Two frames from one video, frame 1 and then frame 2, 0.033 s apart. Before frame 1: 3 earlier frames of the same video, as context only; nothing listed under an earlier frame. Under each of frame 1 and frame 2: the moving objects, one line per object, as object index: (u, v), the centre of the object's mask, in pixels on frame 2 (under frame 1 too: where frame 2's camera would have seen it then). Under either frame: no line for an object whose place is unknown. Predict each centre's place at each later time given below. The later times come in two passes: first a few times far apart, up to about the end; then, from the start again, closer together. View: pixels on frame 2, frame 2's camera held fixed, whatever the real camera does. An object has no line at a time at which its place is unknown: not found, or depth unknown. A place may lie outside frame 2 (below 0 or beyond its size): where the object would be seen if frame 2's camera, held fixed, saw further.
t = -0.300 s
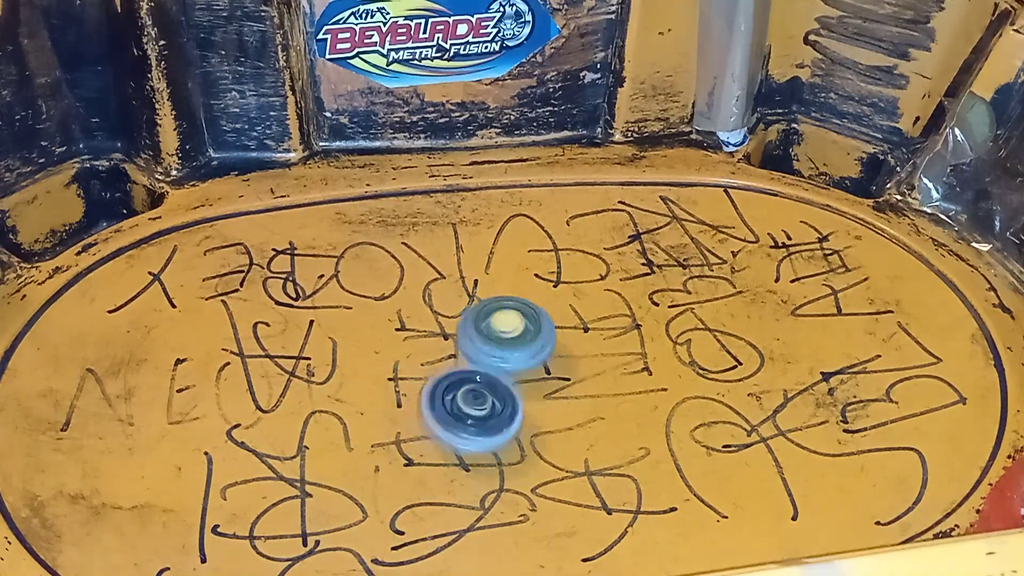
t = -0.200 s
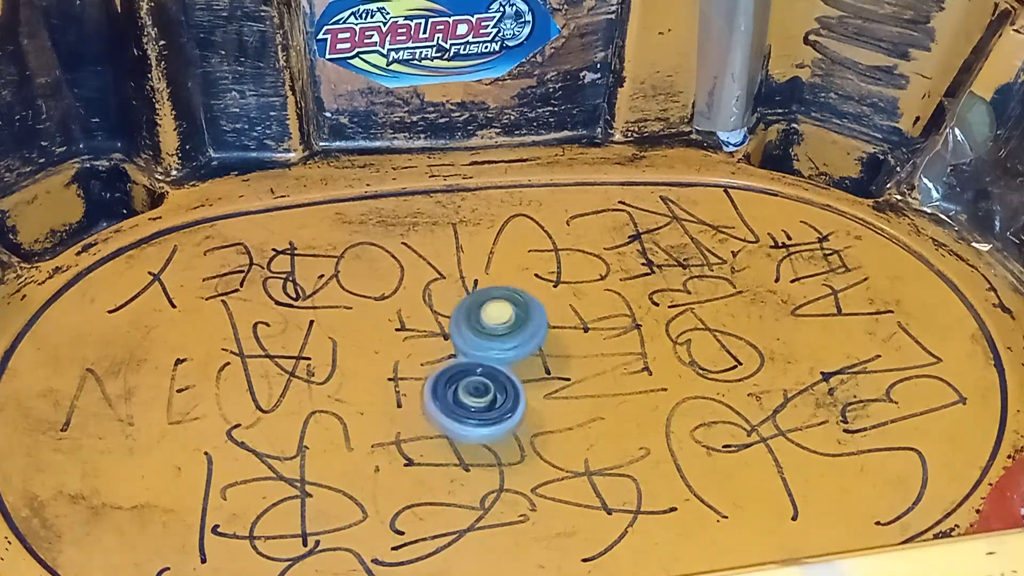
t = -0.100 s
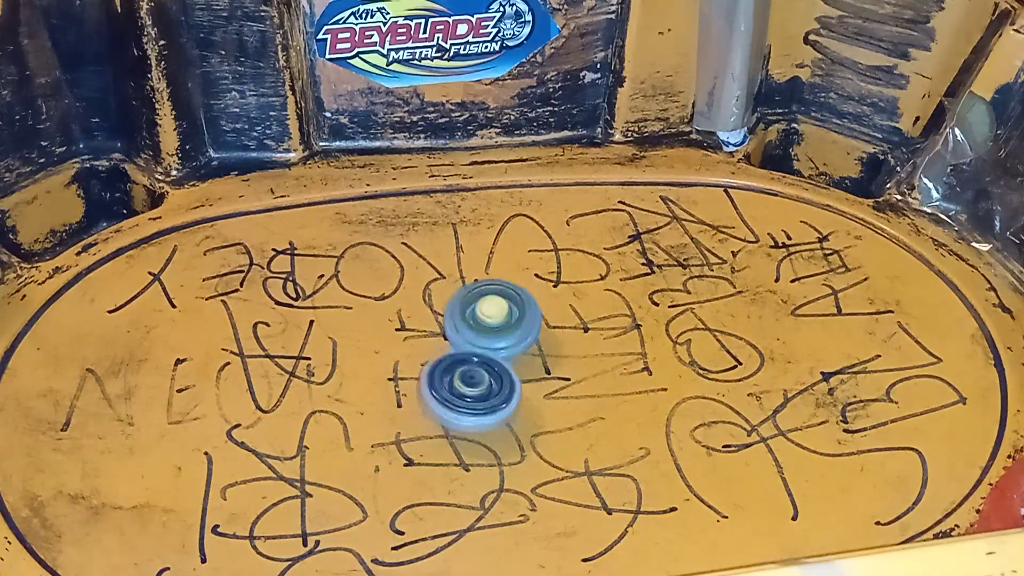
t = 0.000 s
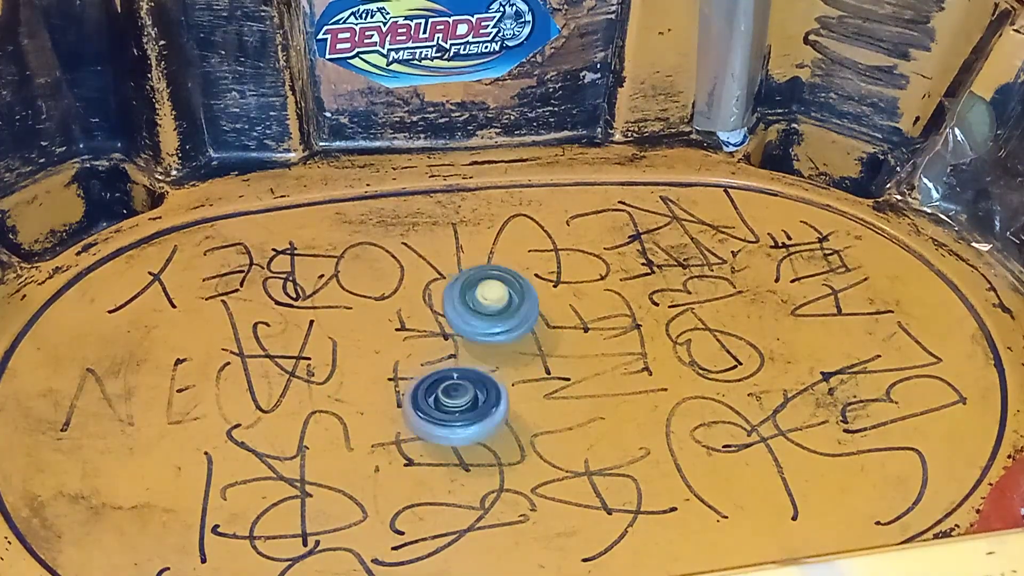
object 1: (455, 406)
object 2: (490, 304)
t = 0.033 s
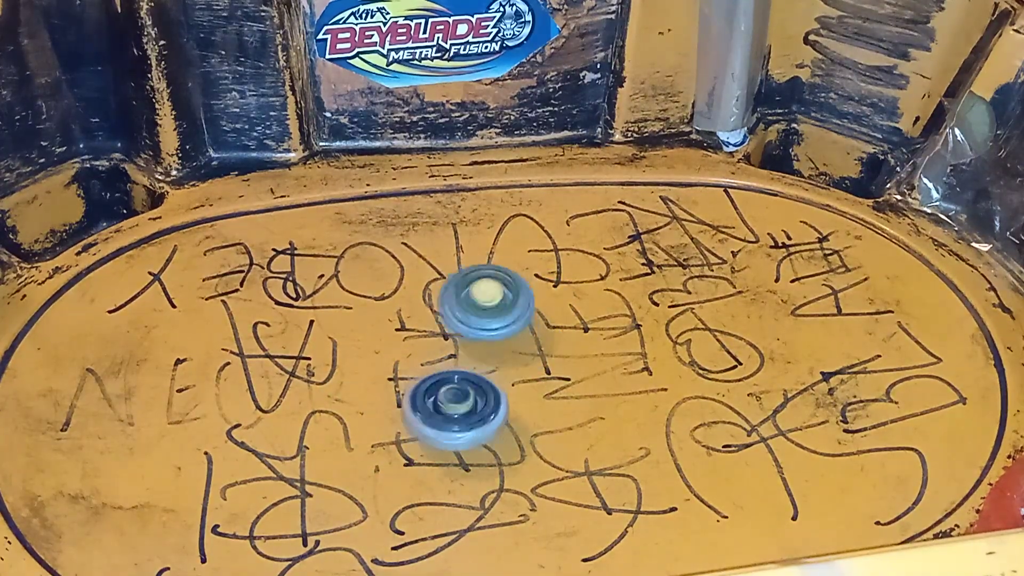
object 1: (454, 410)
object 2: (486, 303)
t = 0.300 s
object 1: (438, 414)
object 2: (461, 316)
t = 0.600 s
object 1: (417, 411)
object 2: (465, 334)
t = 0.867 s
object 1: (413, 404)
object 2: (472, 327)
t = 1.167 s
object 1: (429, 396)
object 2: (476, 319)
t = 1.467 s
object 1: (441, 410)
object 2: (487, 301)
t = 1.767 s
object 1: (450, 388)
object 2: (488, 308)
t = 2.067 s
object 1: (428, 392)
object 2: (500, 314)
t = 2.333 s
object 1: (432, 381)
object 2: (503, 324)
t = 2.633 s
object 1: (420, 377)
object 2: (505, 327)
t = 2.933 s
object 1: (426, 385)
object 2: (505, 323)
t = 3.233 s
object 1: (425, 384)
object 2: (500, 329)
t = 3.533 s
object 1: (417, 402)
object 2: (509, 318)
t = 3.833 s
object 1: (423, 399)
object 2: (501, 319)
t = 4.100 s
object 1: (430, 406)
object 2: (505, 323)
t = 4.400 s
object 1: (444, 414)
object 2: (512, 324)
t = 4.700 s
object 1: (452, 402)
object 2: (510, 325)
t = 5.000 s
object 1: (451, 385)
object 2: (504, 322)
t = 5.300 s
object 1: (425, 401)
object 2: (500, 335)
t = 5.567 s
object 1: (415, 393)
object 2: (504, 351)
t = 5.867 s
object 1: (410, 382)
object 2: (499, 335)
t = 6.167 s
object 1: (418, 385)
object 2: (480, 320)
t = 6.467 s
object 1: (398, 416)
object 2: (488, 319)
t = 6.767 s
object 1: (402, 407)
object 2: (498, 324)
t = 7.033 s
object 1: (444, 403)
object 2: (497, 335)
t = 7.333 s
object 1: (472, 412)
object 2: (473, 335)
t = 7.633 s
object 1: (467, 416)
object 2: (423, 348)
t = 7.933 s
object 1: (495, 403)
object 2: (412, 373)
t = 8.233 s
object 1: (505, 397)
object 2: (429, 396)
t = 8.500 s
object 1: (506, 395)
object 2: (430, 389)
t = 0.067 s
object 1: (453, 413)
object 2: (482, 305)
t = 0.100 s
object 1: (450, 415)
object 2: (480, 304)
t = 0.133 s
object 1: (448, 416)
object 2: (475, 305)
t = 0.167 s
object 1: (446, 417)
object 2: (471, 307)
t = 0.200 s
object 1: (444, 417)
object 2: (469, 308)
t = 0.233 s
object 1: (442, 417)
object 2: (465, 310)
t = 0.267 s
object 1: (440, 416)
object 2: (463, 314)
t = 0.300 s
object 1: (438, 414)
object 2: (461, 316)
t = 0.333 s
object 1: (435, 412)
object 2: (458, 320)
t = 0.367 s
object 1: (433, 409)
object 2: (457, 326)
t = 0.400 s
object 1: (432, 406)
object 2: (457, 329)
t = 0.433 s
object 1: (428, 408)
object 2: (458, 330)
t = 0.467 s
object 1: (425, 411)
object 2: (460, 328)
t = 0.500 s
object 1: (422, 412)
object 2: (461, 331)
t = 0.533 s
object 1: (420, 412)
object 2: (464, 332)
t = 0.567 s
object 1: (418, 412)
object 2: (465, 332)
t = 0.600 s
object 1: (417, 411)
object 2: (465, 334)
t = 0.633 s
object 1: (417, 410)
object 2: (468, 334)
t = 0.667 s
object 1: (416, 409)
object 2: (467, 333)
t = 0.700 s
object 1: (416, 406)
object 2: (466, 335)
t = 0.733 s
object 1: (417, 404)
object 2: (467, 335)
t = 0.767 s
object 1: (417, 402)
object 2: (467, 335)
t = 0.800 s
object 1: (415, 402)
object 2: (469, 332)
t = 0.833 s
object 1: (414, 403)
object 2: (470, 328)
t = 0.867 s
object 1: (413, 404)
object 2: (472, 327)
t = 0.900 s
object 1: (412, 404)
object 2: (475, 326)
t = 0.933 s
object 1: (413, 403)
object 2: (475, 324)
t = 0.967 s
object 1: (415, 402)
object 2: (475, 324)
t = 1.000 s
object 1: (416, 401)
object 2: (476, 324)
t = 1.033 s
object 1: (419, 399)
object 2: (476, 322)
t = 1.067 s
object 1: (422, 397)
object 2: (475, 323)
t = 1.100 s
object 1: (425, 395)
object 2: (475, 323)
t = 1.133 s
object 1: (428, 392)
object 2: (474, 322)
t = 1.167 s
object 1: (429, 396)
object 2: (476, 319)
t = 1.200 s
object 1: (425, 403)
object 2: (482, 310)
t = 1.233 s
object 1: (425, 407)
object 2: (485, 305)
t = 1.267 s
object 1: (427, 409)
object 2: (487, 302)
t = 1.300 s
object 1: (428, 411)
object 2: (487, 300)
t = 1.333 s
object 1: (431, 411)
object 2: (487, 299)
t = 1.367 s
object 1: (433, 413)
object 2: (488, 301)
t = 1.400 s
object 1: (435, 412)
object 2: (488, 299)
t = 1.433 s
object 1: (439, 411)
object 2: (487, 300)
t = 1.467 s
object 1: (441, 410)
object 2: (487, 301)
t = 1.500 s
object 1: (444, 407)
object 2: (488, 301)
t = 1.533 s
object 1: (448, 404)
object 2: (485, 302)
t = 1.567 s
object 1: (451, 402)
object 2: (484, 305)
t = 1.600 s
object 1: (453, 398)
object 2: (484, 306)
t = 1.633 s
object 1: (454, 394)
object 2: (483, 308)
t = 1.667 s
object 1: (455, 390)
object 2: (483, 313)
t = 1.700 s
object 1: (455, 386)
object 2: (484, 315)
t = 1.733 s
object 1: (453, 388)
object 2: (485, 310)
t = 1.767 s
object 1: (450, 388)
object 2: (488, 308)
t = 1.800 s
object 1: (448, 388)
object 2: (490, 308)
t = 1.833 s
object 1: (446, 389)
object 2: (493, 310)
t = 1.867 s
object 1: (443, 388)
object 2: (496, 310)
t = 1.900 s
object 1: (440, 388)
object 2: (496, 309)
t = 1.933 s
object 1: (436, 389)
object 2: (496, 311)
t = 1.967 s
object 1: (432, 388)
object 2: (498, 312)
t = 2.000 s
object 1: (430, 389)
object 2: (499, 312)
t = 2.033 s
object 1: (429, 390)
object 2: (498, 313)
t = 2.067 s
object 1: (428, 392)
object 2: (500, 314)
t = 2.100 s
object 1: (429, 393)
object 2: (500, 313)
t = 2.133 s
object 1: (429, 393)
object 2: (500, 315)
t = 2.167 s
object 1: (430, 393)
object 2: (501, 316)
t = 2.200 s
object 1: (432, 393)
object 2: (502, 316)
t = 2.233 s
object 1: (433, 390)
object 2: (501, 317)
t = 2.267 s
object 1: (433, 387)
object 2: (502, 321)
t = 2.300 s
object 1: (432, 384)
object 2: (503, 322)
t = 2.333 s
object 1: (432, 381)
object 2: (503, 324)
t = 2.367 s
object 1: (431, 378)
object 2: (505, 327)
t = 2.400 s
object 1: (428, 377)
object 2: (507, 326)
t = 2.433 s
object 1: (425, 375)
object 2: (507, 325)
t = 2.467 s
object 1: (423, 374)
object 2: (506, 327)
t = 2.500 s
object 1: (421, 374)
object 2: (507, 327)
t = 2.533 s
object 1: (419, 375)
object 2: (507, 328)
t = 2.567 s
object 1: (419, 375)
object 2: (507, 329)
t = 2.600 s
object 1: (418, 378)
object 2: (507, 327)
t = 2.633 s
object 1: (420, 377)
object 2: (505, 327)
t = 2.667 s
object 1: (423, 378)
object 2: (503, 329)
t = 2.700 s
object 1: (424, 377)
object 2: (503, 329)
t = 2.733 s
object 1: (423, 377)
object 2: (501, 327)
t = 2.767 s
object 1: (421, 377)
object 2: (502, 324)
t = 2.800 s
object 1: (421, 381)
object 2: (504, 324)
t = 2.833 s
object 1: (421, 383)
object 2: (504, 322)
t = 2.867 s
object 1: (424, 383)
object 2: (504, 323)
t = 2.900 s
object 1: (426, 386)
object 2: (505, 323)
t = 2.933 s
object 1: (426, 385)
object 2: (505, 323)
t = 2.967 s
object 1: (429, 384)
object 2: (504, 324)
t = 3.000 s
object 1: (430, 384)
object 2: (504, 325)
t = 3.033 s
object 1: (430, 382)
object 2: (504, 325)
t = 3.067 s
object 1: (432, 380)
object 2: (502, 325)
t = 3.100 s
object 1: (430, 382)
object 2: (502, 327)
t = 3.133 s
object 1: (429, 381)
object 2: (503, 326)
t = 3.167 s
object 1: (428, 382)
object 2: (501, 326)
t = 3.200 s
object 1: (425, 383)
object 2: (500, 328)
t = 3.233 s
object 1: (425, 384)
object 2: (500, 329)
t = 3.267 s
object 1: (426, 386)
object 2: (499, 329)
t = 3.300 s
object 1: (426, 388)
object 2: (497, 330)
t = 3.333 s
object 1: (429, 388)
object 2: (496, 331)
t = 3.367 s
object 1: (432, 389)
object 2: (495, 331)
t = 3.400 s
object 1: (427, 394)
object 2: (498, 327)
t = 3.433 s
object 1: (421, 397)
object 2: (501, 323)
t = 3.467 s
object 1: (420, 398)
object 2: (504, 321)
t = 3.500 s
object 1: (420, 400)
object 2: (507, 319)
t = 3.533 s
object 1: (417, 402)
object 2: (509, 318)
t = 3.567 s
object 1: (416, 402)
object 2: (510, 316)
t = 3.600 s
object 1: (416, 404)
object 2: (509, 315)
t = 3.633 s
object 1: (414, 404)
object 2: (509, 317)
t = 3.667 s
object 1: (415, 402)
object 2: (510, 316)
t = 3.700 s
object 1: (416, 404)
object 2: (509, 315)
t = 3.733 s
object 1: (415, 403)
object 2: (505, 316)
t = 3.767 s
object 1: (417, 401)
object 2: (505, 317)
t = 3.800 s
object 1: (421, 400)
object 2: (504, 318)
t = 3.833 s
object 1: (423, 399)
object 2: (501, 319)
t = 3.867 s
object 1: (426, 397)
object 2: (500, 322)
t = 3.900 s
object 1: (433, 395)
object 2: (499, 324)
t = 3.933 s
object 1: (438, 393)
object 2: (499, 326)
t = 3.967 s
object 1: (440, 392)
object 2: (498, 329)
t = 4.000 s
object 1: (434, 396)
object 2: (499, 329)
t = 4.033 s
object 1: (428, 401)
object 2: (502, 324)
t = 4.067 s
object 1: (428, 403)
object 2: (503, 322)
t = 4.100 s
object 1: (430, 406)
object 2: (505, 323)
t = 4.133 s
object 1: (432, 411)
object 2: (508, 323)
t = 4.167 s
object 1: (432, 413)
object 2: (509, 323)
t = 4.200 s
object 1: (434, 414)
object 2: (511, 322)
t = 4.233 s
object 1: (437, 415)
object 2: (511, 321)
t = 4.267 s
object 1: (437, 417)
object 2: (511, 322)
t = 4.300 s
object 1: (438, 416)
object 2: (511, 325)
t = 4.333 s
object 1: (441, 415)
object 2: (514, 326)
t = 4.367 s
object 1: (443, 416)
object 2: (514, 324)
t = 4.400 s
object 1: (444, 414)
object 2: (512, 324)
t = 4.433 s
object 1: (447, 411)
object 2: (510, 328)
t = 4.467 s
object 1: (450, 410)
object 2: (510, 330)
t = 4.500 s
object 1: (451, 407)
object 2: (510, 329)
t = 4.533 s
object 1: (453, 403)
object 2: (507, 331)
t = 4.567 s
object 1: (456, 399)
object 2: (505, 333)
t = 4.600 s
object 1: (453, 404)
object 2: (510, 329)
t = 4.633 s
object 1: (449, 405)
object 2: (510, 325)
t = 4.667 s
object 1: (450, 402)
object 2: (510, 324)
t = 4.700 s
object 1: (452, 402)
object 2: (510, 325)
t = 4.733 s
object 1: (451, 402)
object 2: (512, 323)
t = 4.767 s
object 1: (450, 399)
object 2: (513, 320)
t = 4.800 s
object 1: (451, 396)
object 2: (512, 319)
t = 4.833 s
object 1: (452, 395)
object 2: (510, 319)
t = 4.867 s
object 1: (450, 394)
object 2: (508, 322)
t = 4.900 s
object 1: (449, 389)
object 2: (508, 322)
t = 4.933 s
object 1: (450, 386)
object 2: (508, 321)
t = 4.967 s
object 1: (451, 384)
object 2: (506, 321)
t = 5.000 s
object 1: (451, 385)
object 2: (504, 322)
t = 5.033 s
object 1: (447, 386)
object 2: (504, 324)
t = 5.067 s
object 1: (443, 389)
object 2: (504, 325)
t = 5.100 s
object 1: (440, 391)
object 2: (503, 323)
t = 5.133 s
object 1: (438, 394)
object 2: (501, 324)
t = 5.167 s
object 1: (436, 396)
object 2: (500, 329)
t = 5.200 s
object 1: (434, 397)
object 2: (500, 331)
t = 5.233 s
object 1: (431, 400)
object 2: (502, 331)
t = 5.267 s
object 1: (428, 402)
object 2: (502, 332)
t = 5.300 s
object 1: (425, 401)
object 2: (500, 335)
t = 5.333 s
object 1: (424, 402)
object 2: (500, 339)
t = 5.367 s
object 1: (421, 402)
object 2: (501, 342)
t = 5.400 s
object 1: (418, 400)
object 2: (502, 344)
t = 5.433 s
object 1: (418, 400)
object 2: (502, 346)
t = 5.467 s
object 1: (418, 399)
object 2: (501, 347)
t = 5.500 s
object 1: (417, 396)
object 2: (501, 349)
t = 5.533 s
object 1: (416, 395)
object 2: (502, 351)
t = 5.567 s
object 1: (415, 393)
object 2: (504, 351)
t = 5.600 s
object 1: (414, 392)
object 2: (505, 349)
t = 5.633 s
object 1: (414, 390)
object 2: (504, 349)
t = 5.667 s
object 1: (410, 388)
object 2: (505, 347)
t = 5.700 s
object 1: (408, 388)
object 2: (506, 346)
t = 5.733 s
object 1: (407, 387)
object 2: (506, 346)
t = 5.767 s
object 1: (407, 386)
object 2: (507, 344)
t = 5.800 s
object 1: (407, 384)
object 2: (506, 340)
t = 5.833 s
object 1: (410, 383)
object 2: (503, 337)
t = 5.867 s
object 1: (410, 382)
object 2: (499, 335)
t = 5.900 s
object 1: (414, 380)
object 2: (495, 335)
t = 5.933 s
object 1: (415, 380)
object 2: (494, 333)
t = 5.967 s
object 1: (414, 380)
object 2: (492, 329)
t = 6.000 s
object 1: (412, 382)
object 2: (492, 324)
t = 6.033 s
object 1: (412, 382)
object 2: (488, 320)
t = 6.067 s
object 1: (413, 384)
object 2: (484, 320)
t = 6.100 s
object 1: (414, 386)
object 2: (482, 322)
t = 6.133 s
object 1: (415, 385)
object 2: (481, 322)
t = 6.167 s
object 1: (418, 385)
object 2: (480, 320)
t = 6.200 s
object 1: (423, 387)
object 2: (476, 318)
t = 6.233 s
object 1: (425, 389)
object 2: (473, 319)
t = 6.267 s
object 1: (425, 389)
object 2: (472, 322)
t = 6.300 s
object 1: (424, 391)
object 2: (473, 326)
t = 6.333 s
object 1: (417, 401)
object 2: (480, 323)
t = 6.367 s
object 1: (409, 408)
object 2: (485, 318)
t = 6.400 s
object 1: (405, 412)
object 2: (486, 316)
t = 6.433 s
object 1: (404, 415)
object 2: (486, 318)
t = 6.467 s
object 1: (398, 416)
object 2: (488, 319)
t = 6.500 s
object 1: (393, 416)
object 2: (492, 319)
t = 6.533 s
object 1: (394, 415)
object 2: (494, 317)
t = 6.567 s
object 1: (394, 413)
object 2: (494, 315)
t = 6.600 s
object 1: (398, 412)
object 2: (493, 318)
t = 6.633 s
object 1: (400, 411)
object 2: (495, 322)
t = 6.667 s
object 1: (402, 412)
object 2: (498, 323)
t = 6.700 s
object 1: (403, 412)
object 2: (501, 322)
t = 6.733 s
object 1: (404, 410)
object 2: (499, 321)
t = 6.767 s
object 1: (402, 407)
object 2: (498, 324)
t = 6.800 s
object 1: (404, 406)
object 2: (499, 328)
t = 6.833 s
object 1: (408, 409)
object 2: (499, 332)
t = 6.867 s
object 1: (411, 407)
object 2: (499, 333)
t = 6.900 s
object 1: (417, 406)
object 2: (499, 334)
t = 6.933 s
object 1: (423, 405)
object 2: (498, 334)
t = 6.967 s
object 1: (429, 404)
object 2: (497, 334)
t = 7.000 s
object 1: (437, 404)
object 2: (496, 335)
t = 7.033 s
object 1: (444, 403)
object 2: (497, 335)
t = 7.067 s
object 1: (450, 403)
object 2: (498, 336)
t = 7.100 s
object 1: (455, 404)
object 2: (497, 336)
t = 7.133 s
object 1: (458, 405)
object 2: (497, 338)
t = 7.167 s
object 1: (462, 405)
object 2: (496, 338)
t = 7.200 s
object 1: (467, 411)
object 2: (492, 337)
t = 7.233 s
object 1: (472, 413)
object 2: (486, 336)
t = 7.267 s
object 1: (474, 412)
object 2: (483, 335)
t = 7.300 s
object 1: (473, 411)
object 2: (478, 334)
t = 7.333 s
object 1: (472, 412)
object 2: (473, 335)
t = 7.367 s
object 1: (469, 413)
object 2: (466, 335)
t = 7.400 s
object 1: (468, 413)
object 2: (462, 336)
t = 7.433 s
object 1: (468, 413)
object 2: (456, 336)
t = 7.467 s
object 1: (468, 413)
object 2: (451, 338)
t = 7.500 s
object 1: (468, 413)
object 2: (447, 340)
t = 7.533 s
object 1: (468, 414)
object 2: (440, 342)
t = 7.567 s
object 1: (468, 416)
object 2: (434, 344)
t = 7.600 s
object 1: (467, 416)
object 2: (429, 346)
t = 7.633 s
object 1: (467, 416)
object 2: (423, 348)
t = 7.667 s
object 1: (467, 416)
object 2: (420, 350)
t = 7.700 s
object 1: (467, 416)
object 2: (411, 354)
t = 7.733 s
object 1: (468, 416)
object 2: (413, 355)
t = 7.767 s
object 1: (470, 417)
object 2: (412, 356)
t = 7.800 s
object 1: (476, 417)
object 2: (412, 359)
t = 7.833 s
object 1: (481, 415)
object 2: (410, 364)
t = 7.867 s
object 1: (485, 411)
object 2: (409, 368)
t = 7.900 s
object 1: (490, 407)
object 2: (410, 371)
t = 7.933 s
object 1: (495, 403)
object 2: (412, 373)
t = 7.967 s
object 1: (499, 401)
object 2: (417, 375)
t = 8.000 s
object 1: (500, 398)
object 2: (423, 376)
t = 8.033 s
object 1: (503, 397)
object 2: (427, 379)
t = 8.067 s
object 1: (504, 396)
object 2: (429, 385)
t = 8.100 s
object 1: (504, 396)
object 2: (429, 388)
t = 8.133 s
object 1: (505, 396)
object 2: (429, 390)
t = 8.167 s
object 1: (505, 396)
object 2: (427, 393)
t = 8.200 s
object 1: (505, 396)
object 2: (430, 394)
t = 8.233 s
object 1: (505, 397)
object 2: (429, 396)
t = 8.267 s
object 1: (505, 396)
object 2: (428, 397)
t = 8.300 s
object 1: (505, 396)
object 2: (429, 397)
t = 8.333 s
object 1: (505, 396)
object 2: (430, 395)
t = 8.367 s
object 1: (505, 396)
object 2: (430, 393)
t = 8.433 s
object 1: (505, 394)
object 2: (430, 390)
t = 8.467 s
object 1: (505, 396)
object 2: (430, 390)
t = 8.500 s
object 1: (506, 395)
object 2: (430, 389)
